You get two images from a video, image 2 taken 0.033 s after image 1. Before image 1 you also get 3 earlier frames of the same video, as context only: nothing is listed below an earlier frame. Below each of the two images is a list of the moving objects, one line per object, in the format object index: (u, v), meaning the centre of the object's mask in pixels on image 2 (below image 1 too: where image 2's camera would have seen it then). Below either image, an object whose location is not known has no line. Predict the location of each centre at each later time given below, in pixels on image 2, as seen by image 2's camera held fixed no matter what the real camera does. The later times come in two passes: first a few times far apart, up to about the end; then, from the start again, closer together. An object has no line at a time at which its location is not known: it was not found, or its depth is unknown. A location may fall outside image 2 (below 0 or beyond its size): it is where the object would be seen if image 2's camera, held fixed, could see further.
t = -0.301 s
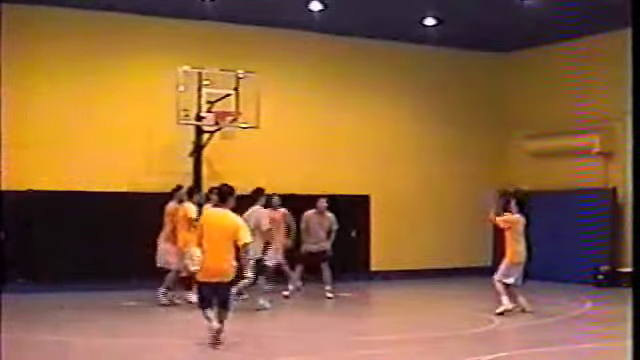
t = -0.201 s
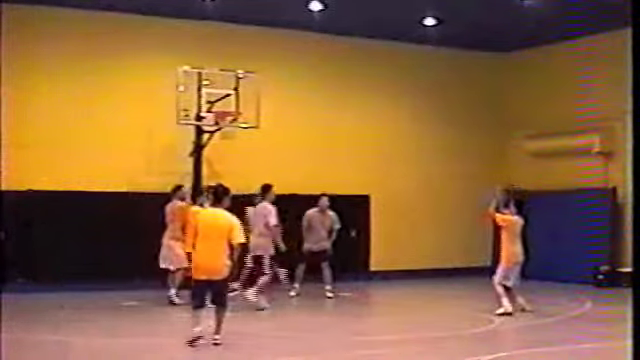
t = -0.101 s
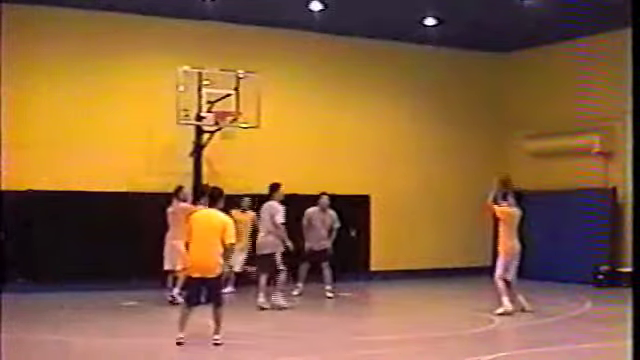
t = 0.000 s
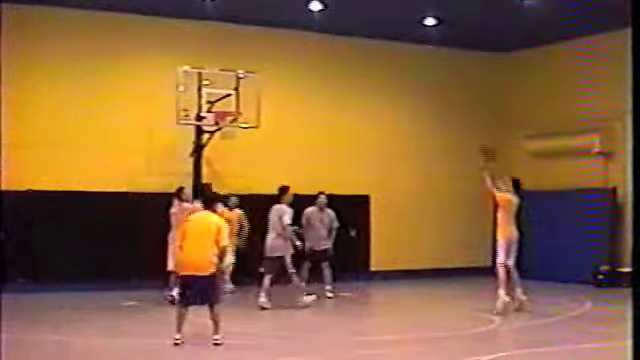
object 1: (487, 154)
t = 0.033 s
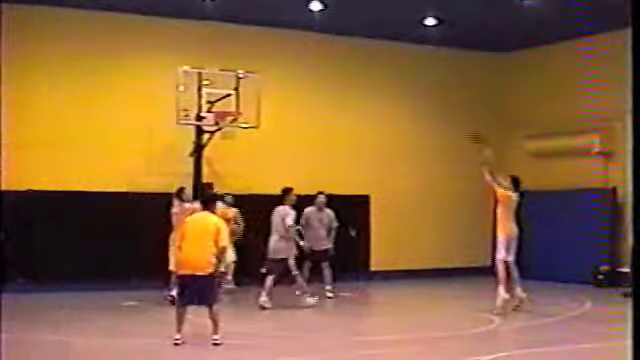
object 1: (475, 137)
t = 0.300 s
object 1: (402, 56)
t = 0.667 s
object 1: (313, 38)
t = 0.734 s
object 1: (297, 41)
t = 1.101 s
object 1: (225, 108)
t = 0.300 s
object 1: (402, 56)
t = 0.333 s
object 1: (393, 50)
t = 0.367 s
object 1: (384, 46)
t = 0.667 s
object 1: (313, 38)
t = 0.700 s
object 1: (306, 38)
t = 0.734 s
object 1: (297, 41)
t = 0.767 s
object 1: (290, 44)
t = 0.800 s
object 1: (283, 49)
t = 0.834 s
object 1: (276, 55)
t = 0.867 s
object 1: (270, 60)
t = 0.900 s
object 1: (263, 66)
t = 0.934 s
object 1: (256, 73)
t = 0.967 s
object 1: (248, 79)
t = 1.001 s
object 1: (243, 86)
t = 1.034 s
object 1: (237, 95)
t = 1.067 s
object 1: (230, 103)
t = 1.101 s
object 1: (225, 108)
